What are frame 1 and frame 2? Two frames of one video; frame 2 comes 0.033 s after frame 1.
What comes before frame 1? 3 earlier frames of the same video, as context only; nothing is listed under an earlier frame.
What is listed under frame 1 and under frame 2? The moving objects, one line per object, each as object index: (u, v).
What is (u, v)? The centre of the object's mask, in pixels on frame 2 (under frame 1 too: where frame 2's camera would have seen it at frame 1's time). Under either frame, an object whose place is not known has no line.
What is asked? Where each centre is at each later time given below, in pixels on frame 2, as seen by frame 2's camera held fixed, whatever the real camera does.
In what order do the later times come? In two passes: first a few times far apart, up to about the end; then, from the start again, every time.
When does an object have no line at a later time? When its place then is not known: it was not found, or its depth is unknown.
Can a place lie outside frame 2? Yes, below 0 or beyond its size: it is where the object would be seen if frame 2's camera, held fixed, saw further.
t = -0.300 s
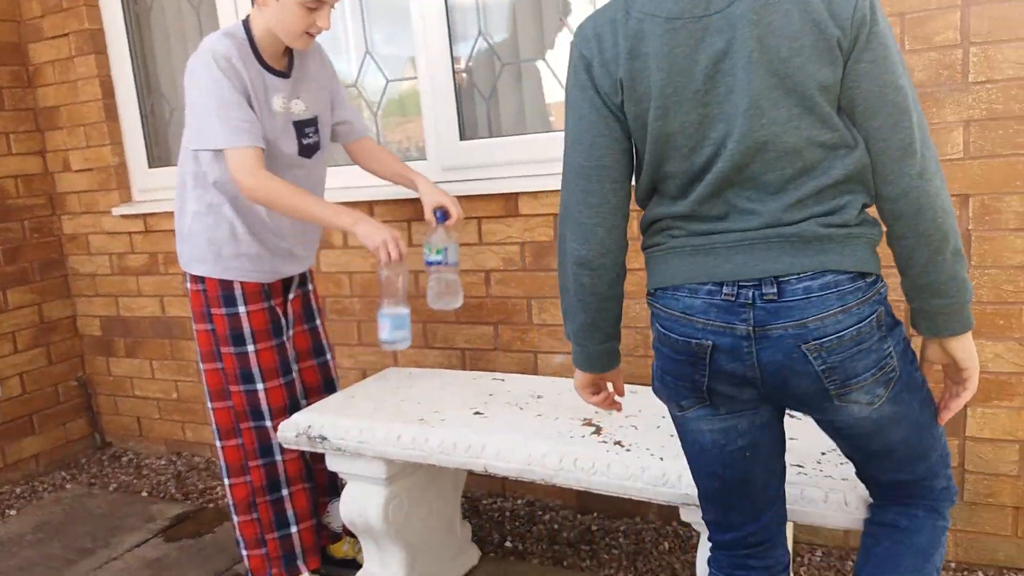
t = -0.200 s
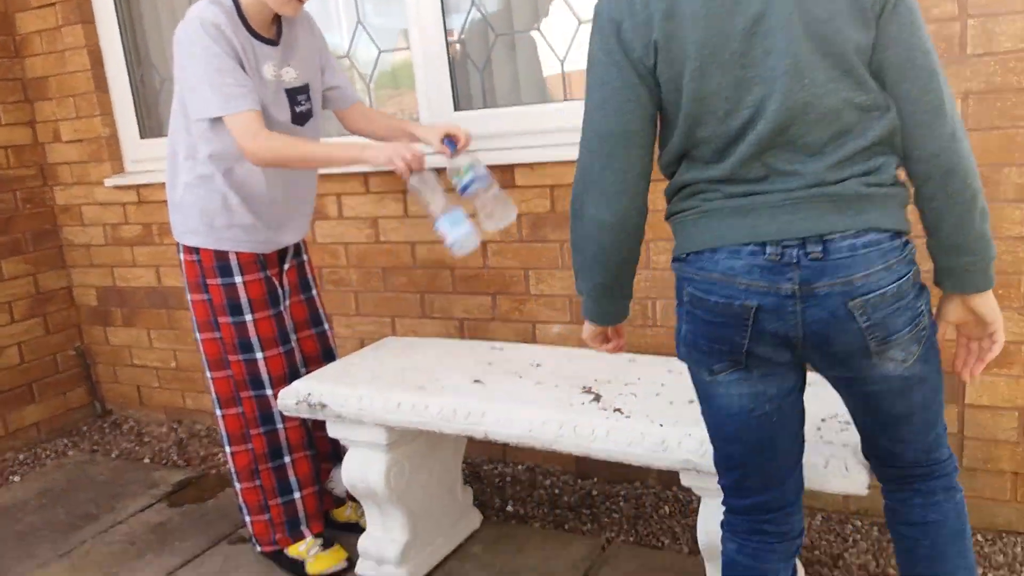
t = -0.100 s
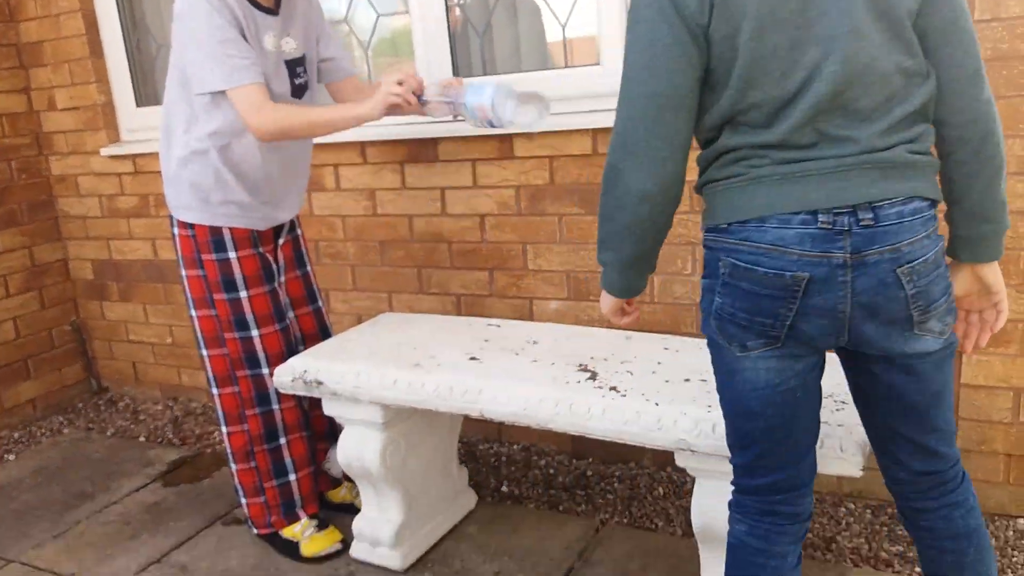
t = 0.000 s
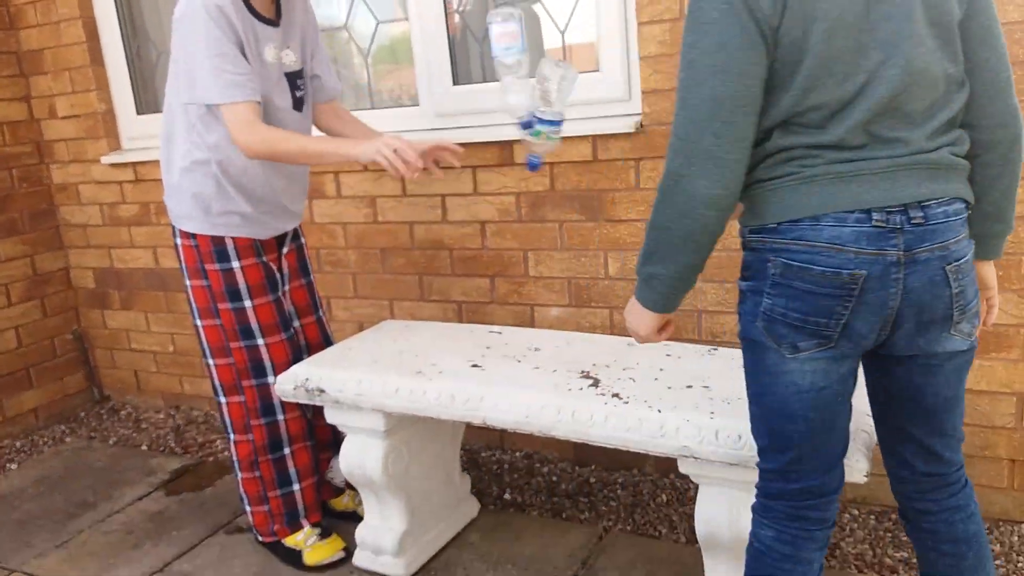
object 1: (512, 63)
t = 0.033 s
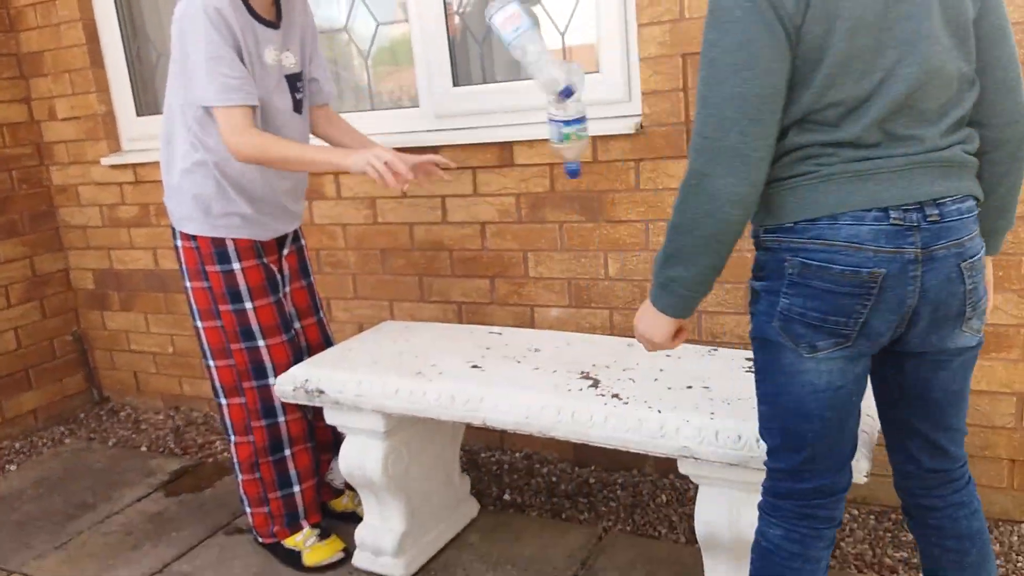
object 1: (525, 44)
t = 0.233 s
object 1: (565, 108)
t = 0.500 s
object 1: (638, 358)
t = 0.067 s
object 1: (539, 30)
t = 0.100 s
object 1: (526, 23)
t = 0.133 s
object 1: (531, 33)
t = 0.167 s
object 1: (542, 51)
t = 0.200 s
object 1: (552, 75)
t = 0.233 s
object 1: (565, 108)
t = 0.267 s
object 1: (578, 148)
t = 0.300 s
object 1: (591, 190)
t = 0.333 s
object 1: (606, 240)
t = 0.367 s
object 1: (620, 299)
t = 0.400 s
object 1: (635, 355)
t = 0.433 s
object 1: (637, 359)
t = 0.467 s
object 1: (637, 359)
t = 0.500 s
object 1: (638, 358)
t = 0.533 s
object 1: (640, 356)
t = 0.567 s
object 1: (642, 356)
